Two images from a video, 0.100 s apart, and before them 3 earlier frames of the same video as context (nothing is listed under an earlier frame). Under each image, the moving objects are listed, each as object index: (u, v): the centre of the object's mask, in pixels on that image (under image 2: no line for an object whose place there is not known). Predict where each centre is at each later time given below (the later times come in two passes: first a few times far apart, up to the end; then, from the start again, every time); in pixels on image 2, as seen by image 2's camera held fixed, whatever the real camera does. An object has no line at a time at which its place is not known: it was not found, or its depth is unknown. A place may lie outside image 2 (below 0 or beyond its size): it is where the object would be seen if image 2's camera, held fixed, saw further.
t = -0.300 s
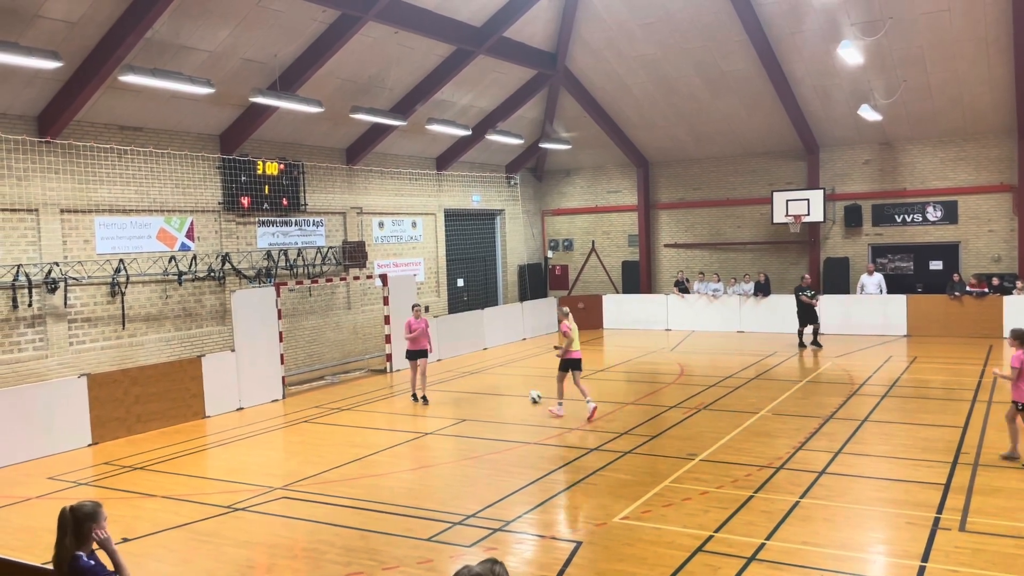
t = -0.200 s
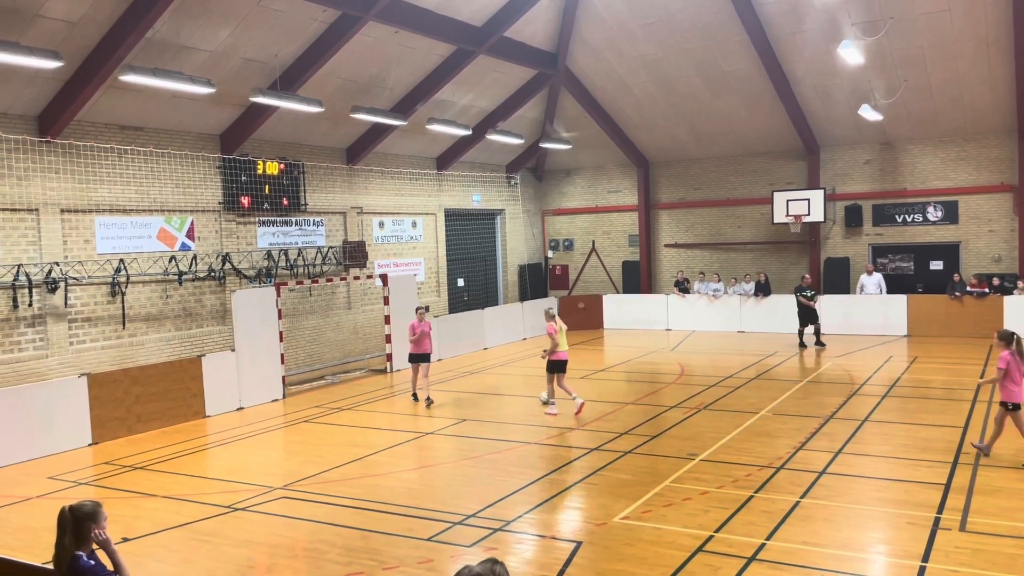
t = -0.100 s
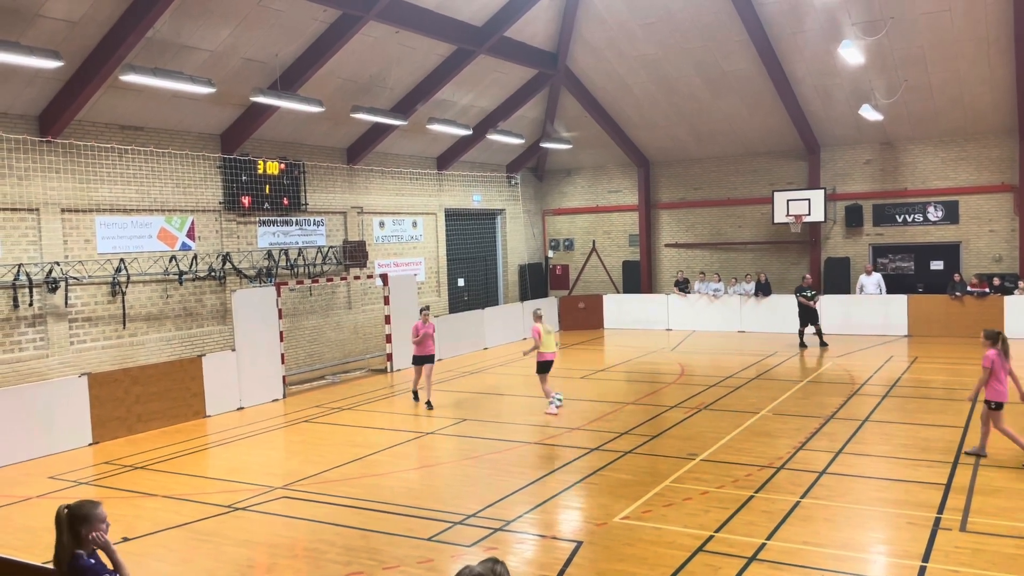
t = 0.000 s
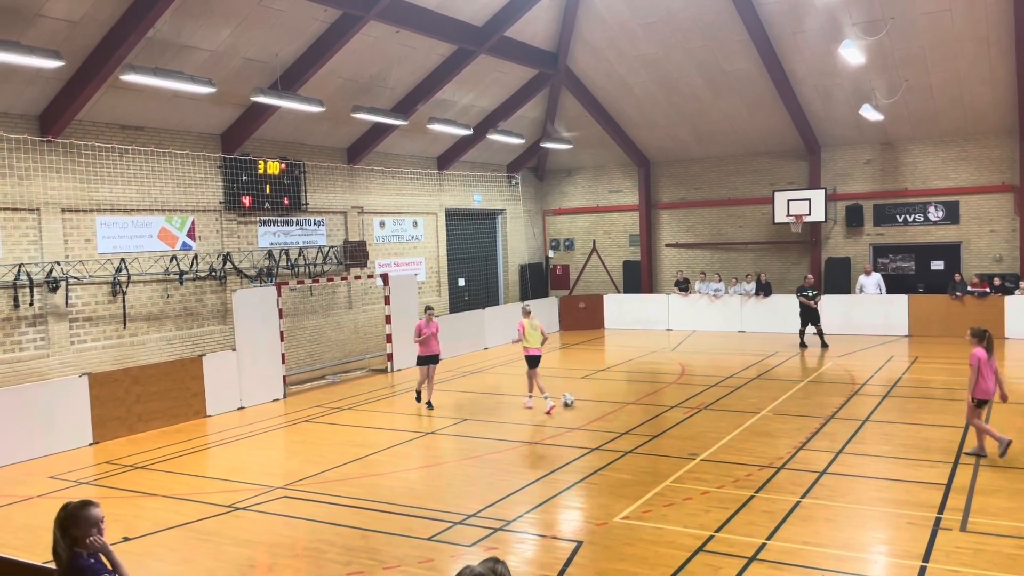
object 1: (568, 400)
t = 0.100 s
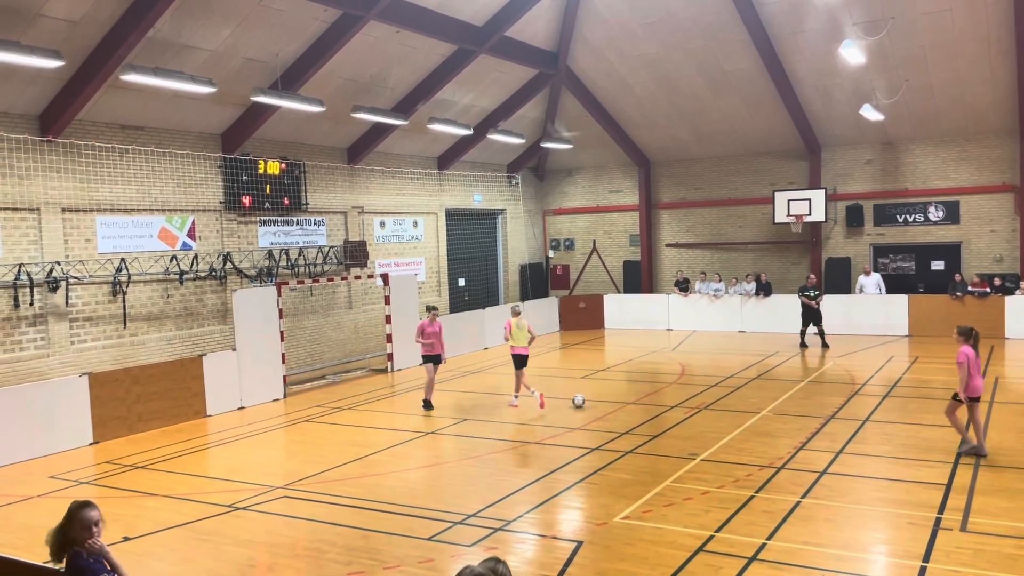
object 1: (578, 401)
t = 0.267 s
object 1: (597, 403)
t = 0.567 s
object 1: (630, 407)
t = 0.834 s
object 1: (661, 410)
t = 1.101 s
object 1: (693, 414)
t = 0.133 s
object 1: (582, 402)
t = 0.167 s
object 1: (586, 402)
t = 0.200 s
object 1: (589, 402)
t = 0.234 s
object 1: (593, 402)
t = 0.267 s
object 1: (597, 403)
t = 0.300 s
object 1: (600, 403)
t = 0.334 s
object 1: (603, 404)
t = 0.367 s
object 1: (607, 404)
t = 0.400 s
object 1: (611, 405)
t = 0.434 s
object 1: (615, 405)
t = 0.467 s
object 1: (619, 405)
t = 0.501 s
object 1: (623, 406)
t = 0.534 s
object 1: (627, 406)
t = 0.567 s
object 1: (630, 407)
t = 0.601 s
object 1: (633, 407)
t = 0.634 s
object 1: (638, 408)
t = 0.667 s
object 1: (641, 408)
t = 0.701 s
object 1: (645, 409)
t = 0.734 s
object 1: (649, 410)
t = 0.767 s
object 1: (653, 410)
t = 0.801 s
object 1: (657, 410)
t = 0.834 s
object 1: (661, 410)
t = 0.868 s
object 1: (665, 411)
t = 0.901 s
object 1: (668, 411)
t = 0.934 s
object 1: (672, 412)
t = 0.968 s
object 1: (676, 412)
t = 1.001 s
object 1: (681, 413)
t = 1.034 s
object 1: (685, 414)
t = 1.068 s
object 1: (688, 414)
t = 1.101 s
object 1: (693, 414)
